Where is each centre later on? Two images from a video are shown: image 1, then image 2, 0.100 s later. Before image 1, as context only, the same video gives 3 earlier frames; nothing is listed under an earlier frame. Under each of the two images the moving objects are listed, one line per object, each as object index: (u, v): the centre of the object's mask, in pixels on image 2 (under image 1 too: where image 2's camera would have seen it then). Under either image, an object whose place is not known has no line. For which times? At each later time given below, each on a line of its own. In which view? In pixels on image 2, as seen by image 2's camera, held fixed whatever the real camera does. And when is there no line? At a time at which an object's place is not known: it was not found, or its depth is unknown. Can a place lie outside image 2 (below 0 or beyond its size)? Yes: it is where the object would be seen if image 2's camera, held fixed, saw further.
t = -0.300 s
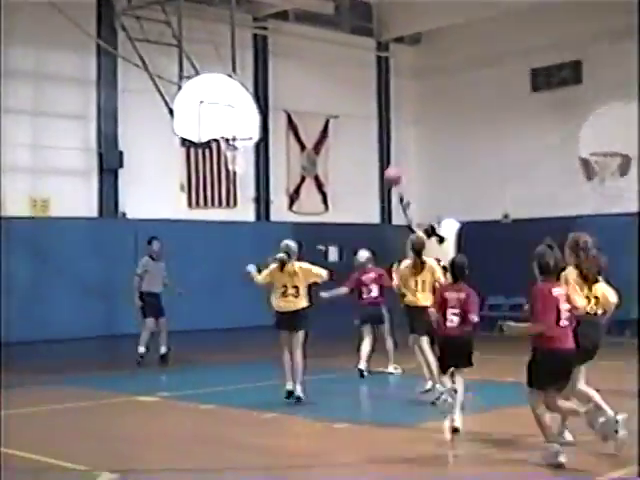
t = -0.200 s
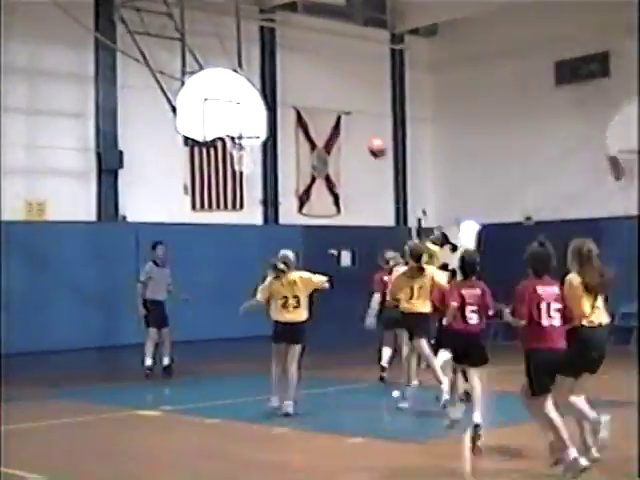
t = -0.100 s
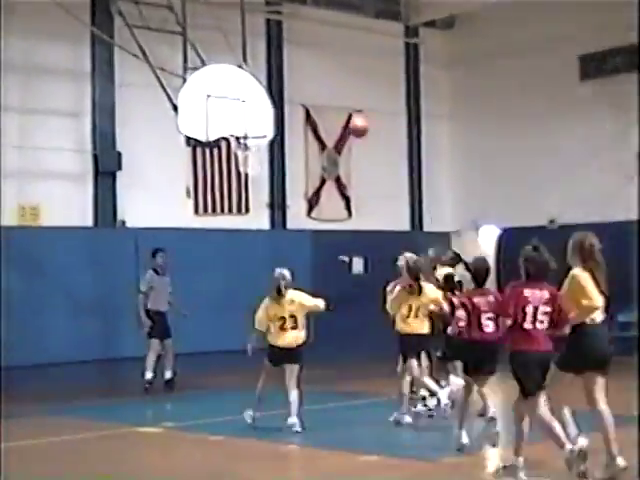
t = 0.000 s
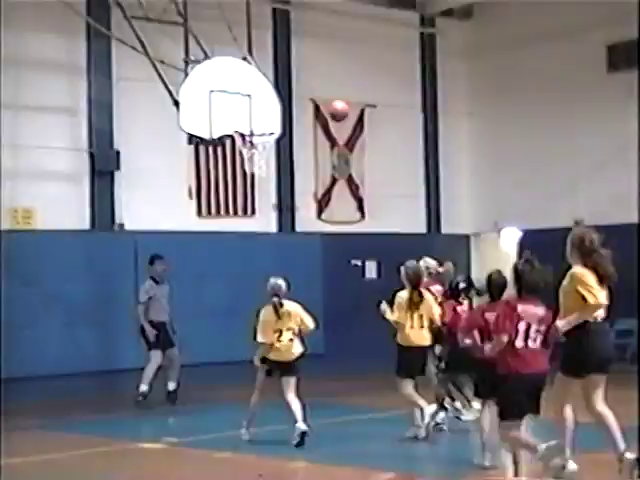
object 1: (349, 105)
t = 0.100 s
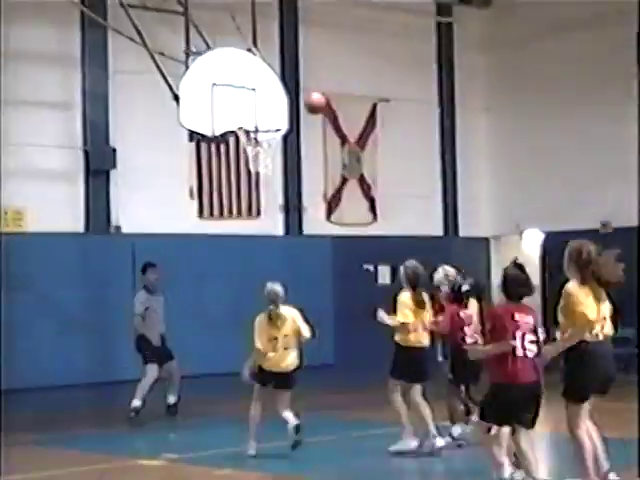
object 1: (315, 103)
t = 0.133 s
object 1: (303, 104)
